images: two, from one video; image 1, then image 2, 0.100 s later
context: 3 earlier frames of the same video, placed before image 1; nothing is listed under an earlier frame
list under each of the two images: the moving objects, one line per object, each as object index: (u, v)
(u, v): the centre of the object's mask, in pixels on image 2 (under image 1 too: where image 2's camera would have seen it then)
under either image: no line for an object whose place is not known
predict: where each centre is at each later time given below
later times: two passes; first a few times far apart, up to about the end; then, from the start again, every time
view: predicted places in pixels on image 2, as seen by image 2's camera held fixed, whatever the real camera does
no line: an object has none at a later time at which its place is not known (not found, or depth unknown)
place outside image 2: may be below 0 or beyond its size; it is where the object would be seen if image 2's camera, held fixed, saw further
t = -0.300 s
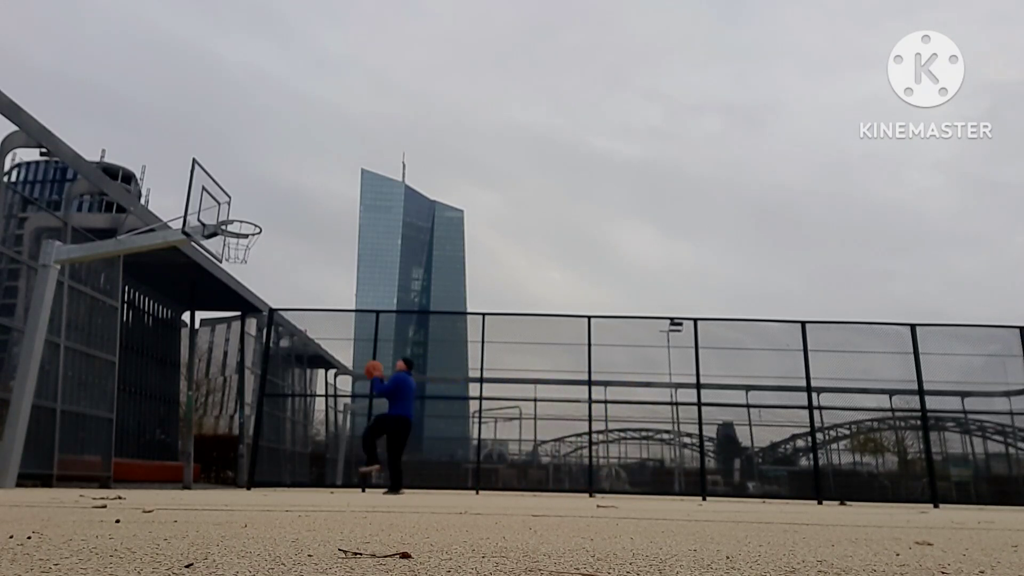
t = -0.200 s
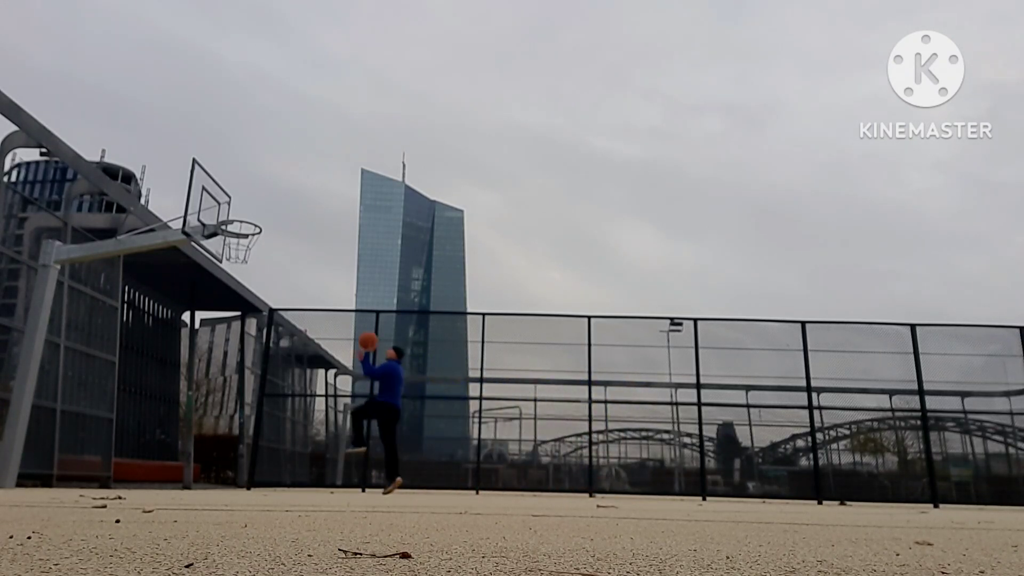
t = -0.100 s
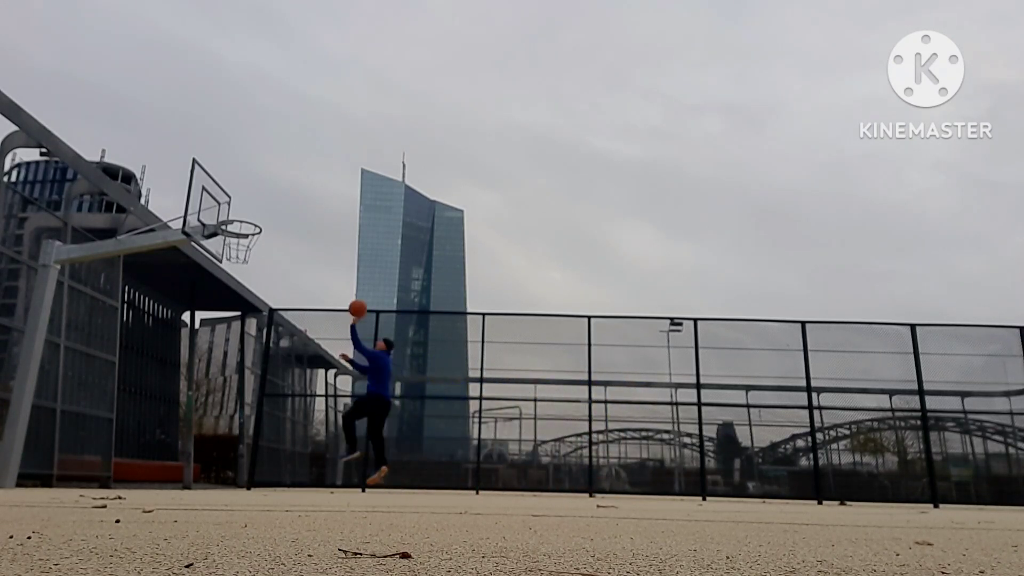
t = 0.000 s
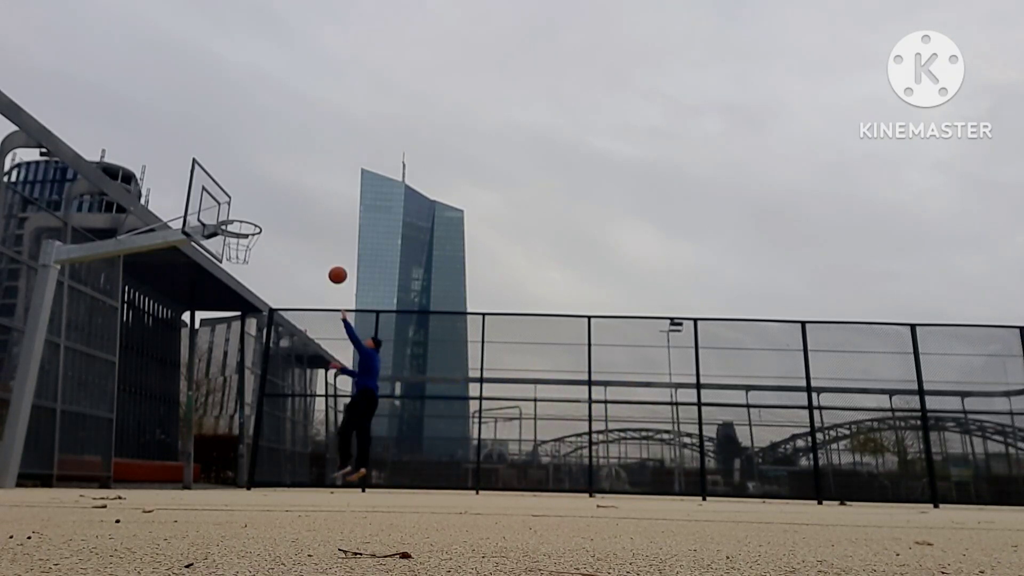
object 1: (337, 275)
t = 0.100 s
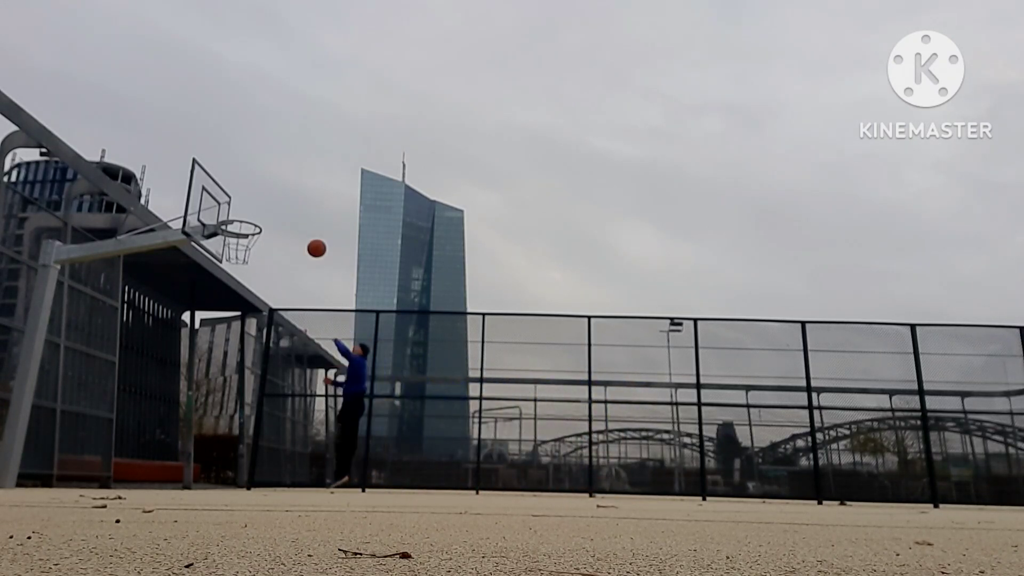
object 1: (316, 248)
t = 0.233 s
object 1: (286, 223)
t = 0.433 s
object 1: (236, 208)
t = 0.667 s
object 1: (245, 227)
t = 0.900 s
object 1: (231, 237)
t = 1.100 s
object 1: (229, 238)
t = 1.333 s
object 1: (241, 244)
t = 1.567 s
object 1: (241, 257)
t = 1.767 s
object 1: (234, 284)
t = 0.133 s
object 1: (309, 241)
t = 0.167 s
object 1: (302, 234)
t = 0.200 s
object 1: (294, 228)
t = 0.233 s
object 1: (286, 223)
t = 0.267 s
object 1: (279, 219)
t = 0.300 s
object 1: (270, 215)
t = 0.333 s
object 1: (262, 212)
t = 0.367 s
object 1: (254, 210)
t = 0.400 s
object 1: (245, 209)
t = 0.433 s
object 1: (236, 208)
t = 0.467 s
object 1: (227, 208)
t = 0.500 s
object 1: (220, 210)
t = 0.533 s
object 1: (224, 212)
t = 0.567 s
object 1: (228, 213)
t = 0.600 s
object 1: (234, 219)
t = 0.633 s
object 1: (239, 224)
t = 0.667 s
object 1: (245, 227)
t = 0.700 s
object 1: (248, 230)
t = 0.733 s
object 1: (249, 233)
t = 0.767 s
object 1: (247, 235)
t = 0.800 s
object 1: (243, 236)
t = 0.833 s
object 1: (239, 237)
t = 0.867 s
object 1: (235, 237)
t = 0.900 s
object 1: (231, 237)
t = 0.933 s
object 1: (228, 237)
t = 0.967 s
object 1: (226, 237)
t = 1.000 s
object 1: (226, 237)
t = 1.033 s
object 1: (227, 237)
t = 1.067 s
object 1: (228, 237)
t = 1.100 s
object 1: (229, 238)
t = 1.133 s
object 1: (232, 238)
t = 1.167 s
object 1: (234, 239)
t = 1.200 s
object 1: (236, 239)
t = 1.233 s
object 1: (238, 240)
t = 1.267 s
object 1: (239, 241)
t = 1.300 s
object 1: (240, 242)
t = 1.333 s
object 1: (241, 244)
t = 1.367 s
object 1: (241, 245)
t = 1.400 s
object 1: (241, 247)
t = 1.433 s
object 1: (242, 249)
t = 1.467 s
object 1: (242, 251)
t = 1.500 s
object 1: (242, 253)
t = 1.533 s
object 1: (242, 255)
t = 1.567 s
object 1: (241, 257)
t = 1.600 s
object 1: (240, 260)
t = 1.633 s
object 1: (239, 263)
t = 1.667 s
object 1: (238, 267)
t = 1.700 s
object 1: (237, 271)
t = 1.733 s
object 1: (235, 277)
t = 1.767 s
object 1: (234, 284)
